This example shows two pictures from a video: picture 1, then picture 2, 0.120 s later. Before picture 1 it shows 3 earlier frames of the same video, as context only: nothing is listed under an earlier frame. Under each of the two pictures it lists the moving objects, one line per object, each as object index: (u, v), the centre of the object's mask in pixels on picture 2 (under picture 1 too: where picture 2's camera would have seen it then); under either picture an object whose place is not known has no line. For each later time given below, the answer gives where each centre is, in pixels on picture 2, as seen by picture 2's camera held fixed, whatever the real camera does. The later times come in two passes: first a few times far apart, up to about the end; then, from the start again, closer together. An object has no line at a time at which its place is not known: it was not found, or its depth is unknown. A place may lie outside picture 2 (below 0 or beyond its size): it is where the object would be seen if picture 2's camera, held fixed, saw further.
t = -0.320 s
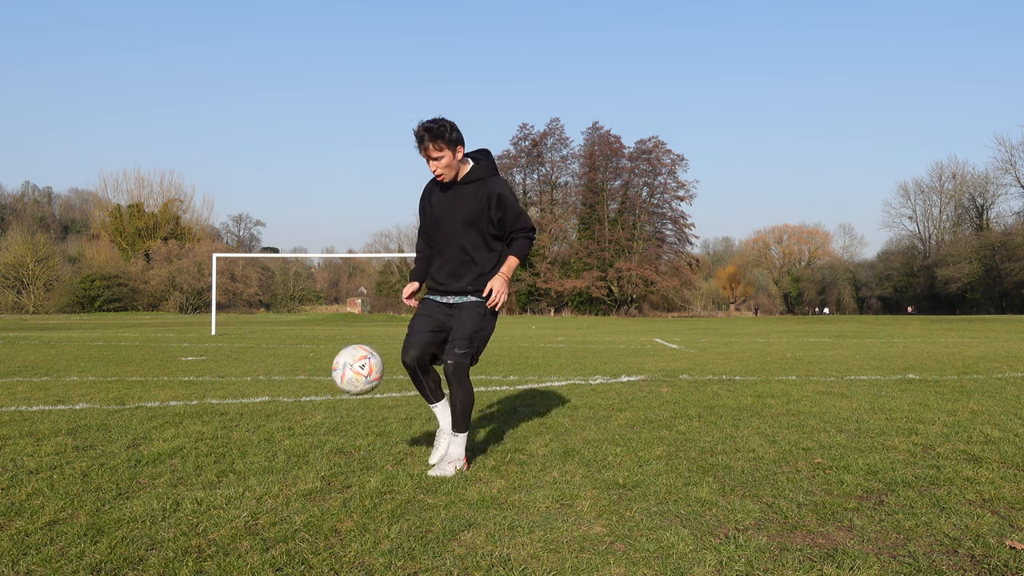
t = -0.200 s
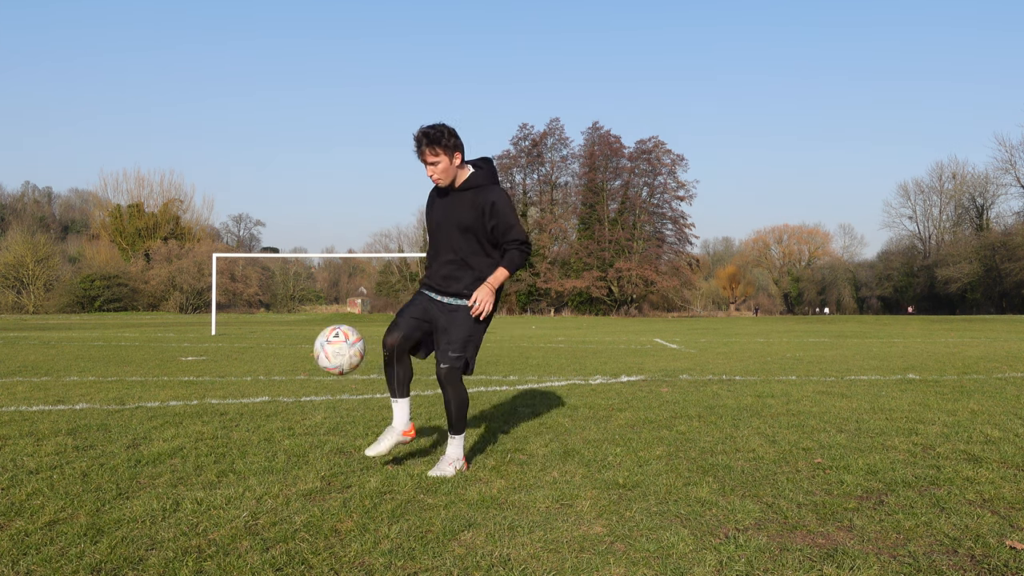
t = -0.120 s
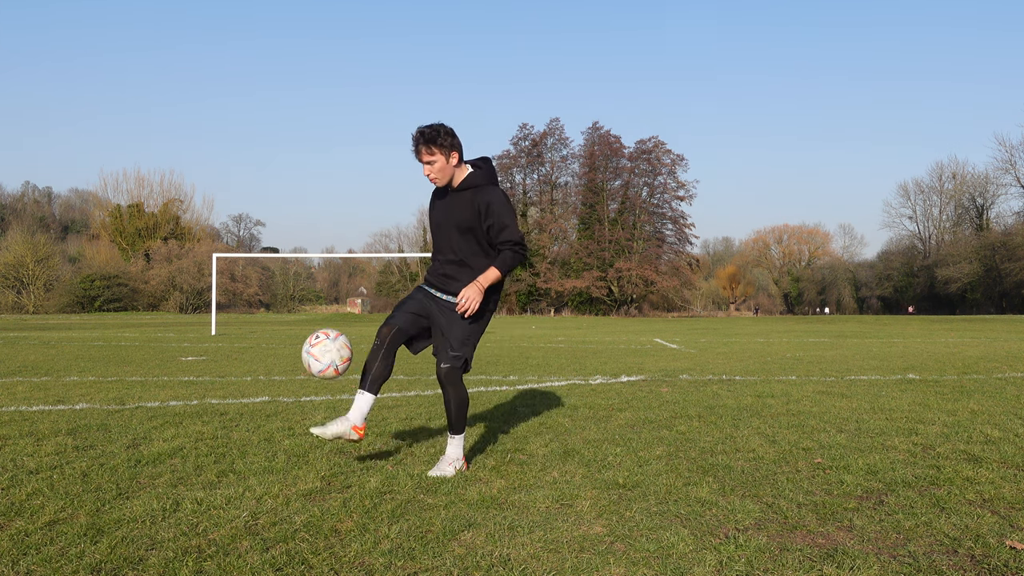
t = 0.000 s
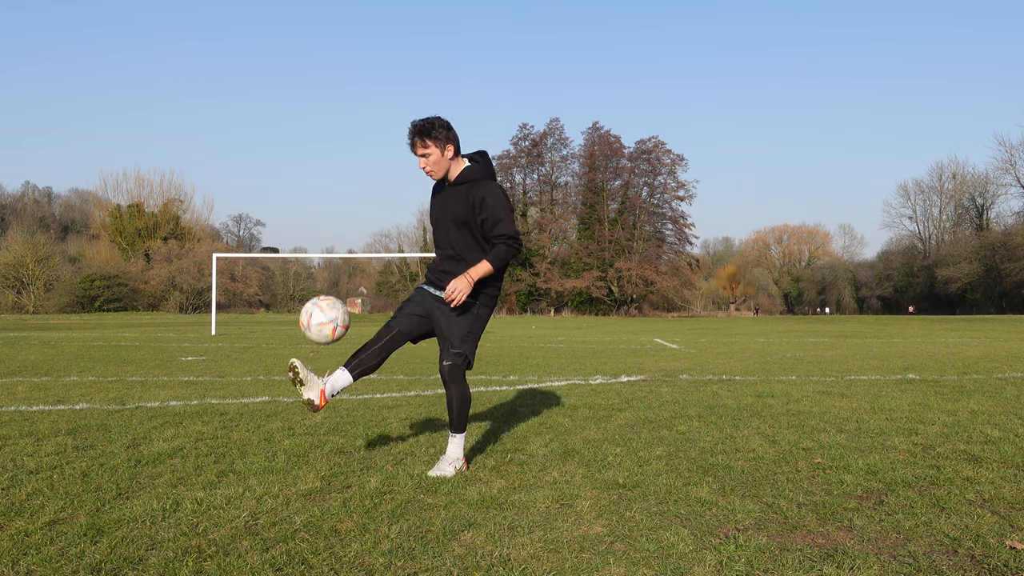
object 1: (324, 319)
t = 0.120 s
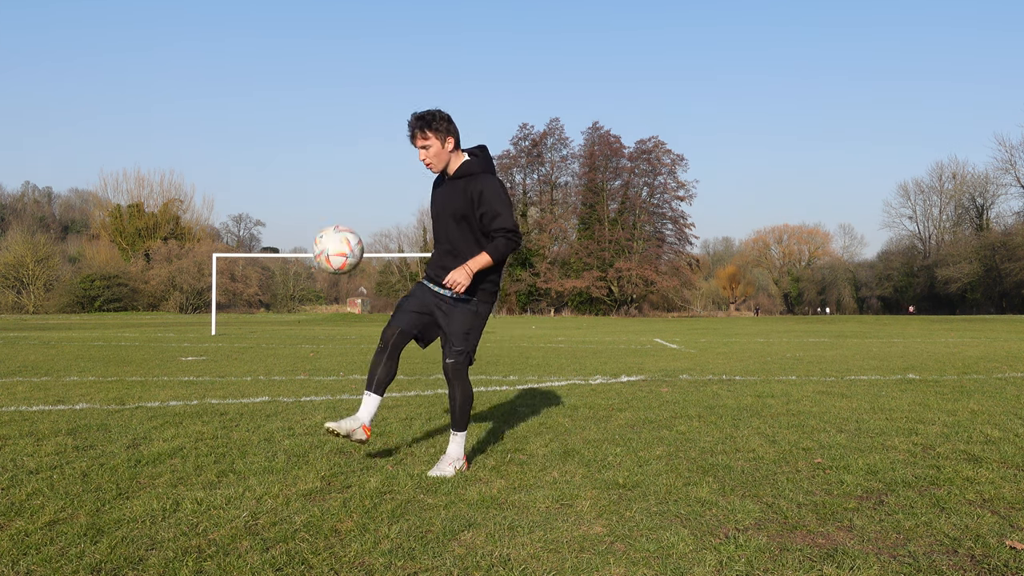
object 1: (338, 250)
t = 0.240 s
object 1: (351, 210)
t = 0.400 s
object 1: (369, 206)
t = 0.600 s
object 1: (393, 285)
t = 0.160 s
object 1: (342, 233)
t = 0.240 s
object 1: (351, 210)
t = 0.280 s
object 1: (355, 203)
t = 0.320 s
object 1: (360, 201)
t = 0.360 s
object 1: (365, 201)
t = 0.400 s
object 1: (369, 206)
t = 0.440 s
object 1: (374, 214)
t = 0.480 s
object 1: (379, 227)
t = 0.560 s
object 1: (388, 262)
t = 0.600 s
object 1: (393, 285)
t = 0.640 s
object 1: (398, 312)
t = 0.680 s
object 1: (403, 343)
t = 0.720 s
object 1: (408, 378)
